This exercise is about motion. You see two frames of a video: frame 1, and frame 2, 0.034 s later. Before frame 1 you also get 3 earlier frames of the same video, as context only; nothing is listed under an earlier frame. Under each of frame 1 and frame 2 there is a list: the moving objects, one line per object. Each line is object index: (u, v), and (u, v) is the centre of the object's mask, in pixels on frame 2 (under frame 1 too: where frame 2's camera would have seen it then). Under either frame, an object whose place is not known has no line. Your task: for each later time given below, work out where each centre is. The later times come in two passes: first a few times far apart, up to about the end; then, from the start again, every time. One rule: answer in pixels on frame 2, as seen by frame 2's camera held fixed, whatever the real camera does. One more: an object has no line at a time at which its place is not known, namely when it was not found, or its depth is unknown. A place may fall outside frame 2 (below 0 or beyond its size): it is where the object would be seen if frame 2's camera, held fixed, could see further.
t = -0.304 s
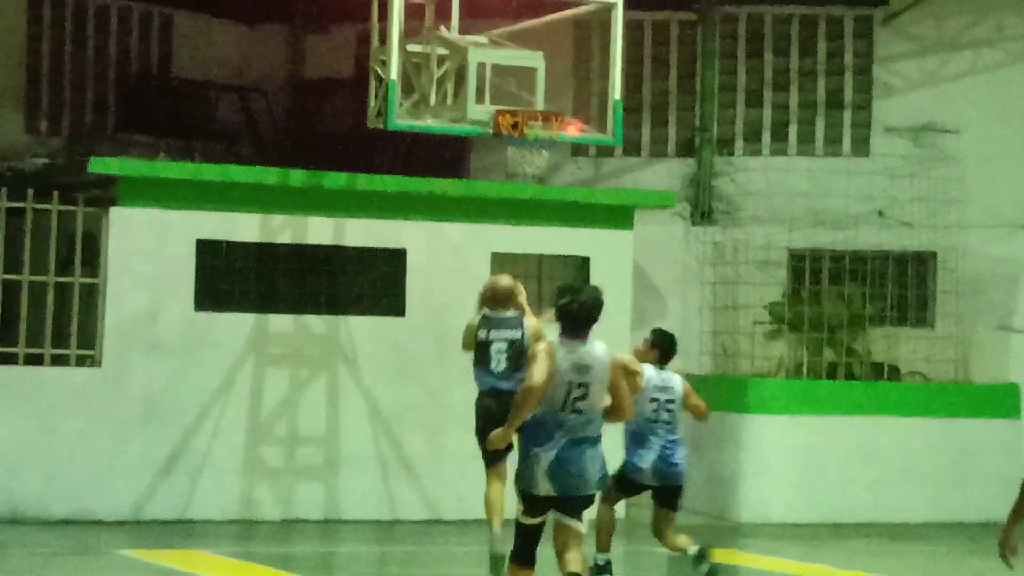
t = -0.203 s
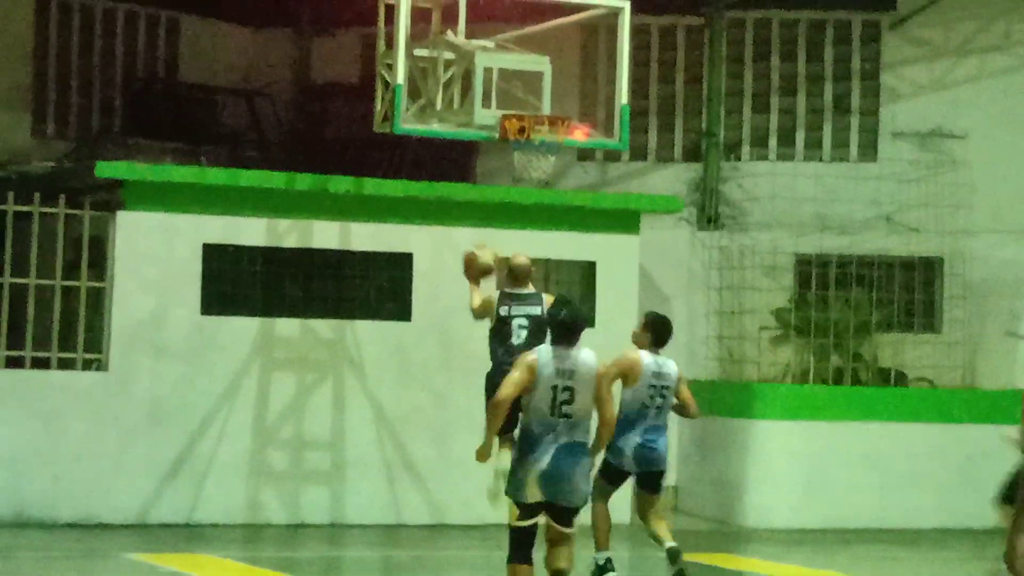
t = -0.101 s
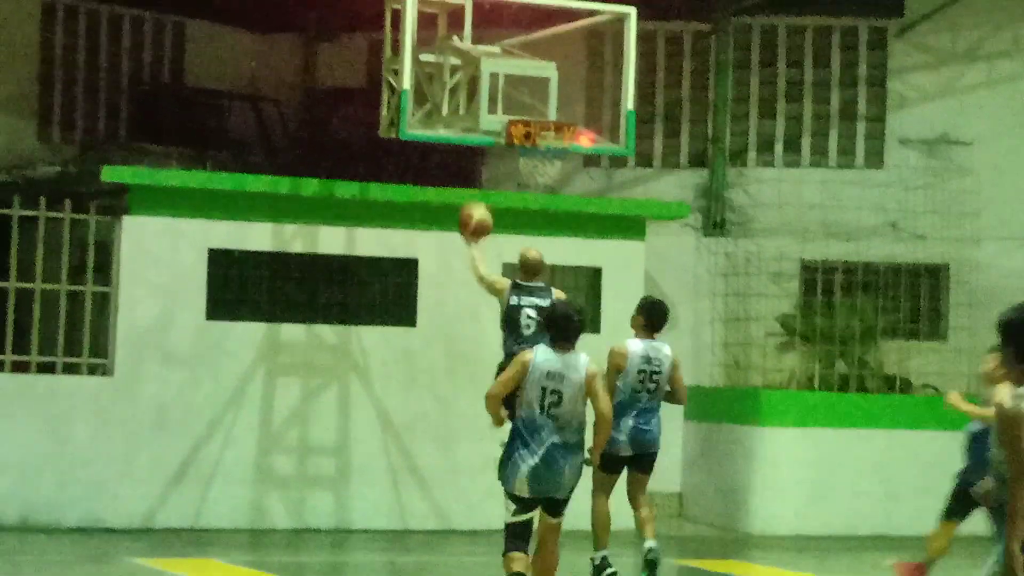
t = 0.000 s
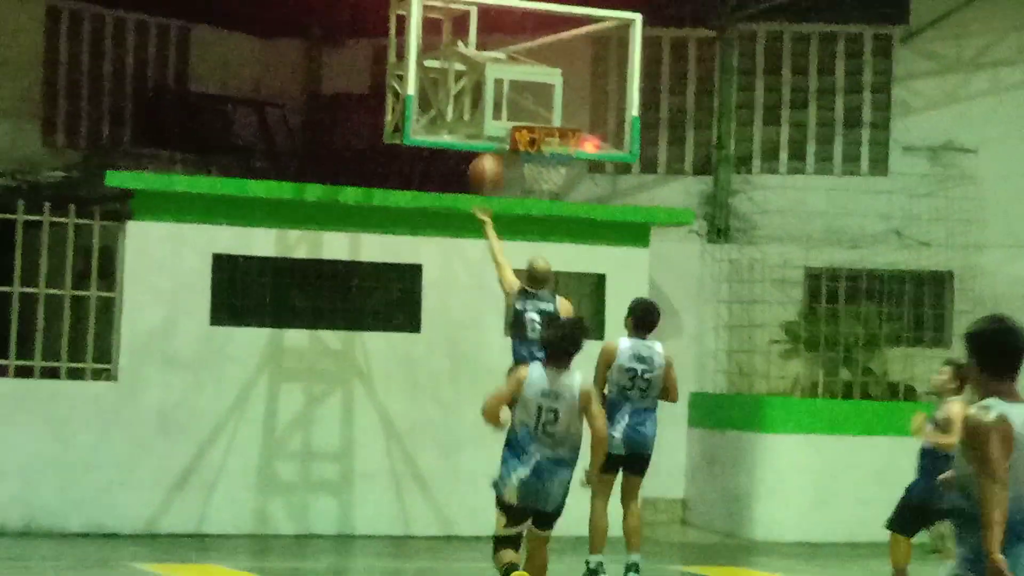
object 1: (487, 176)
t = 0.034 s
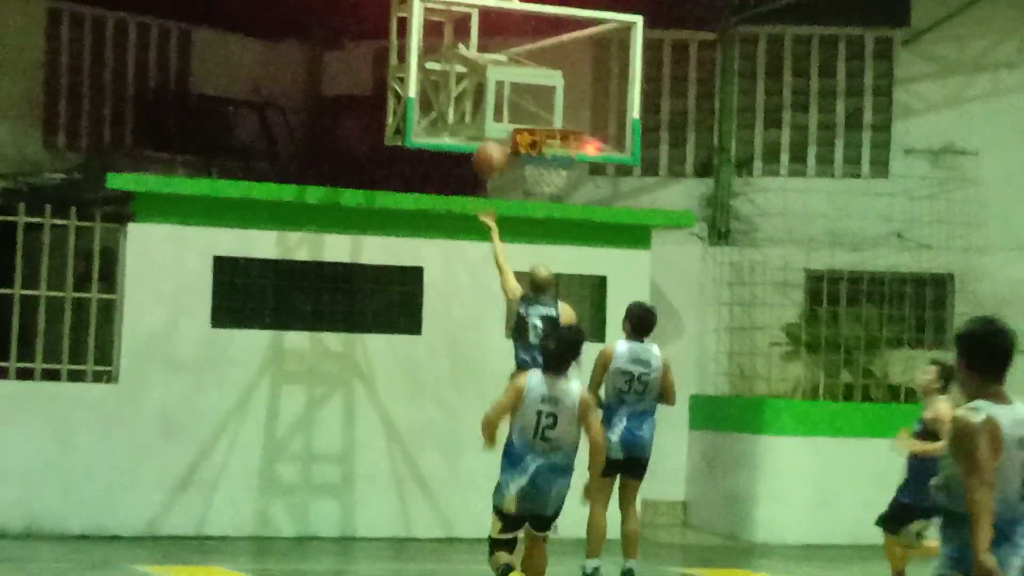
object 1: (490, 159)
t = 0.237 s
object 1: (477, 120)
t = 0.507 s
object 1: (454, 147)
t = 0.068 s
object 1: (495, 144)
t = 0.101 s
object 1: (498, 132)
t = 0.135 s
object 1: (495, 127)
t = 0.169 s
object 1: (488, 122)
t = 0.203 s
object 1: (482, 121)
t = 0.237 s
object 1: (477, 120)
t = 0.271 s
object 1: (471, 121)
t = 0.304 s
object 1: (467, 124)
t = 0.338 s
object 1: (464, 124)
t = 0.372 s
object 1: (462, 125)
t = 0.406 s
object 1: (460, 128)
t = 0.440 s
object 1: (457, 134)
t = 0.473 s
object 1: (455, 140)
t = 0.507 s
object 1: (454, 147)
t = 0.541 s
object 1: (452, 156)
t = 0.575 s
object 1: (449, 170)
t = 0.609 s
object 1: (447, 181)
